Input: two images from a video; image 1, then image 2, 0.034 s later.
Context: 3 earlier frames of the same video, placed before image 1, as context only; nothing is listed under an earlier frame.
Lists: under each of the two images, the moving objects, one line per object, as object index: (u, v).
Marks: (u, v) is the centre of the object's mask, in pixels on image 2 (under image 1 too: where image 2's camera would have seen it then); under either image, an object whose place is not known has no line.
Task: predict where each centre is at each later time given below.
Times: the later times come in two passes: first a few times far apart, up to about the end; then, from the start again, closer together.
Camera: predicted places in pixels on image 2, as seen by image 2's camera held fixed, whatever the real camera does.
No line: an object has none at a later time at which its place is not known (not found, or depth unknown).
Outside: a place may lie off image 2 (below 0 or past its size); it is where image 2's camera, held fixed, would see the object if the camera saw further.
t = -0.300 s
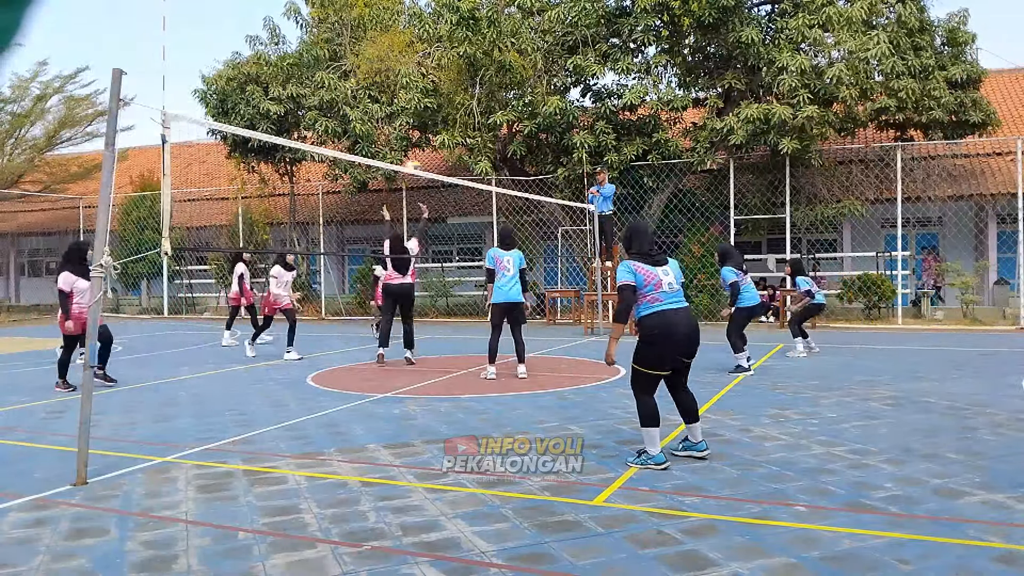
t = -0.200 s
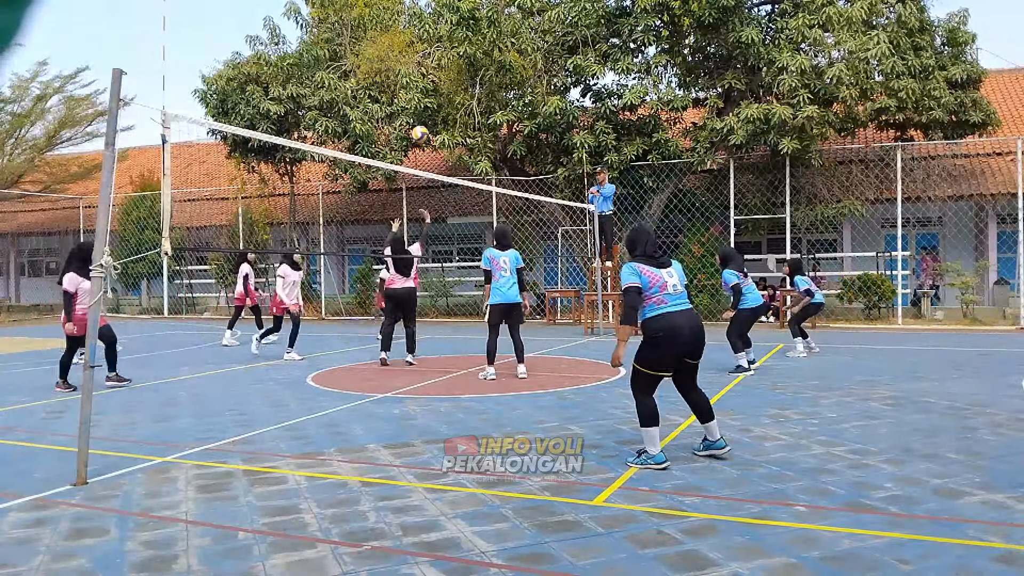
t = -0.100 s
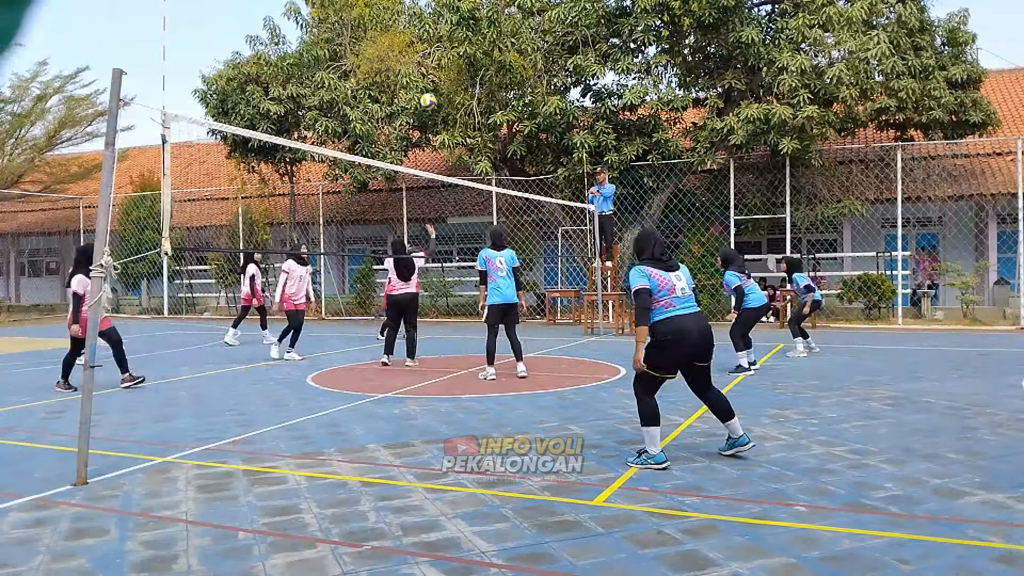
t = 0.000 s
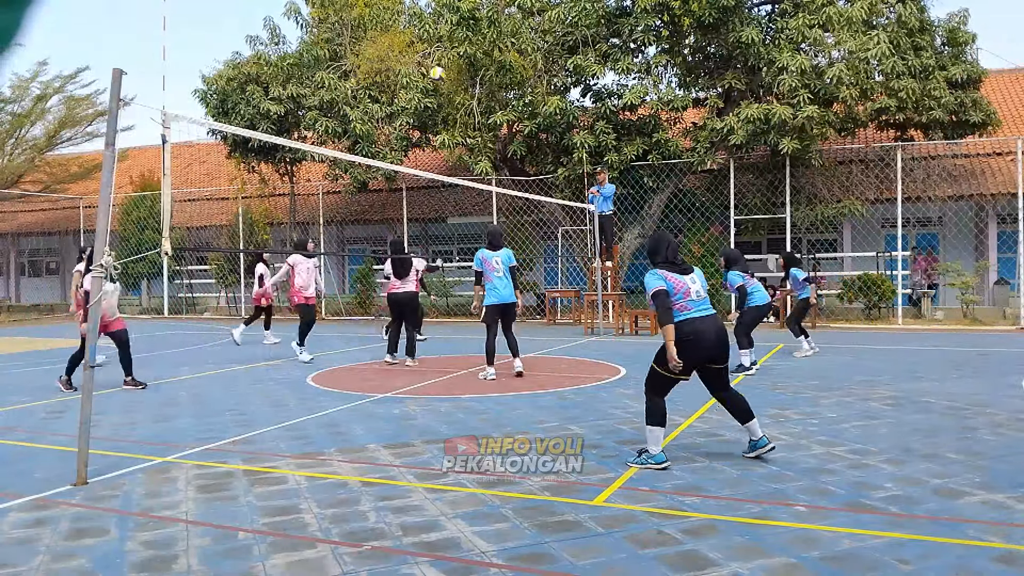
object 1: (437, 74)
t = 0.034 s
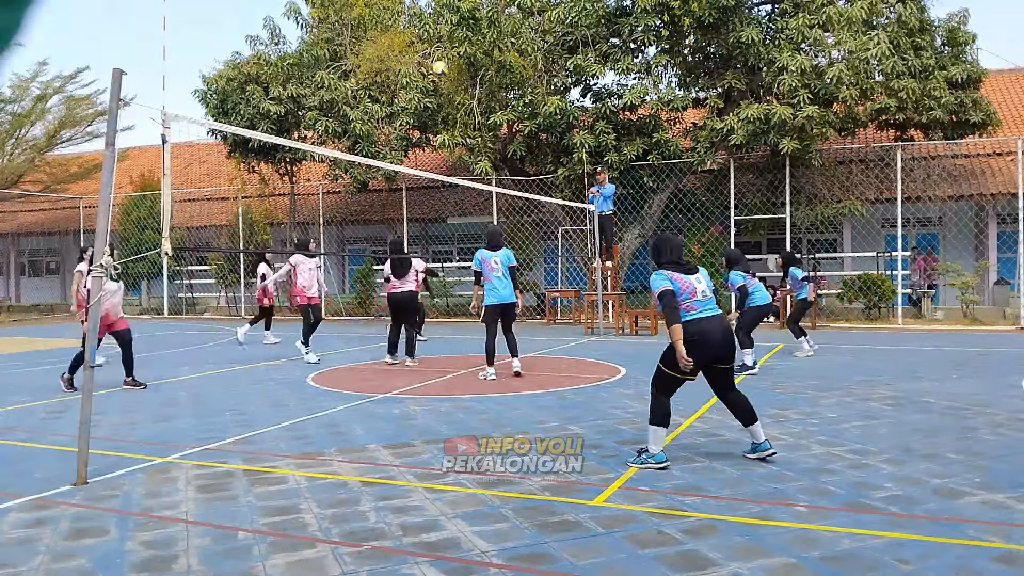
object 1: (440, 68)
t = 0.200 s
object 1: (452, 54)
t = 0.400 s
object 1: (467, 60)
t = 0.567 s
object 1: (481, 91)
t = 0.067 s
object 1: (442, 64)
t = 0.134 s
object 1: (446, 59)
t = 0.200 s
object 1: (452, 54)
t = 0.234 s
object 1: (454, 53)
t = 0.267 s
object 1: (457, 53)
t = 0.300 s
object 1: (459, 53)
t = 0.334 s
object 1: (462, 55)
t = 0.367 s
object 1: (464, 58)
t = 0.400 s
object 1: (467, 60)
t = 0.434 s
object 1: (469, 64)
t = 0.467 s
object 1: (472, 69)
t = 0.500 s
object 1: (475, 75)
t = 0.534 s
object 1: (478, 84)
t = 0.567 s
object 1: (481, 91)
